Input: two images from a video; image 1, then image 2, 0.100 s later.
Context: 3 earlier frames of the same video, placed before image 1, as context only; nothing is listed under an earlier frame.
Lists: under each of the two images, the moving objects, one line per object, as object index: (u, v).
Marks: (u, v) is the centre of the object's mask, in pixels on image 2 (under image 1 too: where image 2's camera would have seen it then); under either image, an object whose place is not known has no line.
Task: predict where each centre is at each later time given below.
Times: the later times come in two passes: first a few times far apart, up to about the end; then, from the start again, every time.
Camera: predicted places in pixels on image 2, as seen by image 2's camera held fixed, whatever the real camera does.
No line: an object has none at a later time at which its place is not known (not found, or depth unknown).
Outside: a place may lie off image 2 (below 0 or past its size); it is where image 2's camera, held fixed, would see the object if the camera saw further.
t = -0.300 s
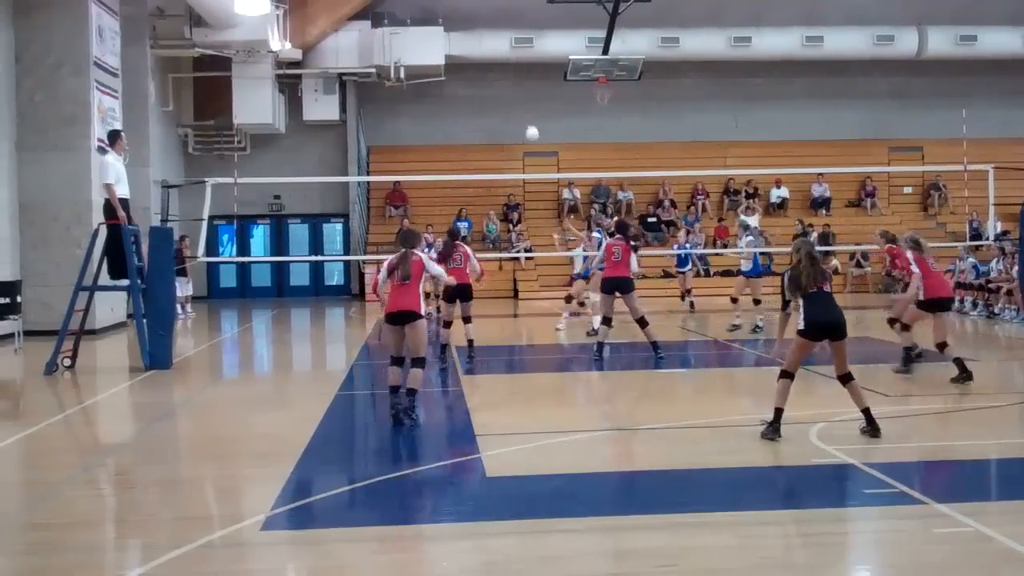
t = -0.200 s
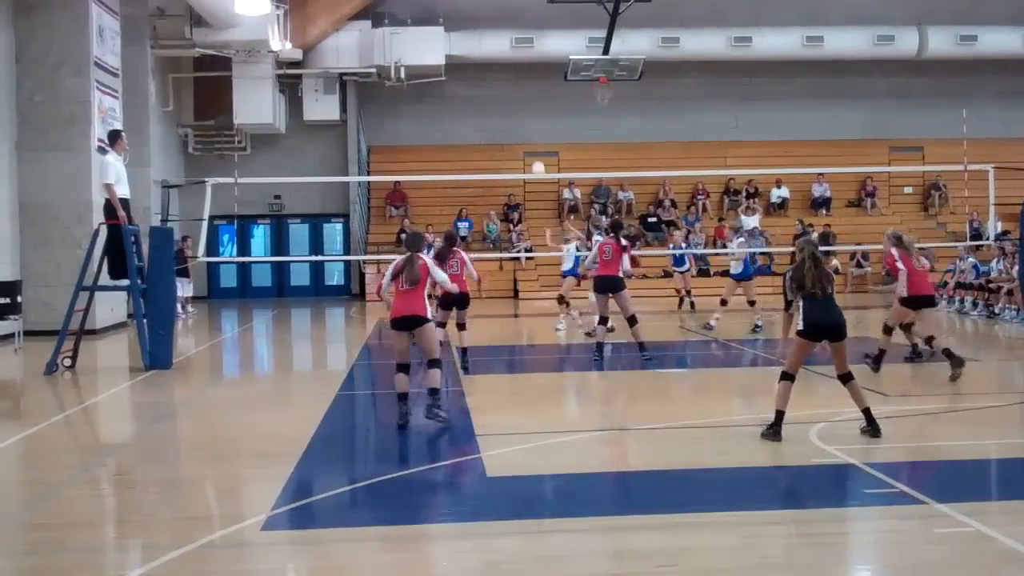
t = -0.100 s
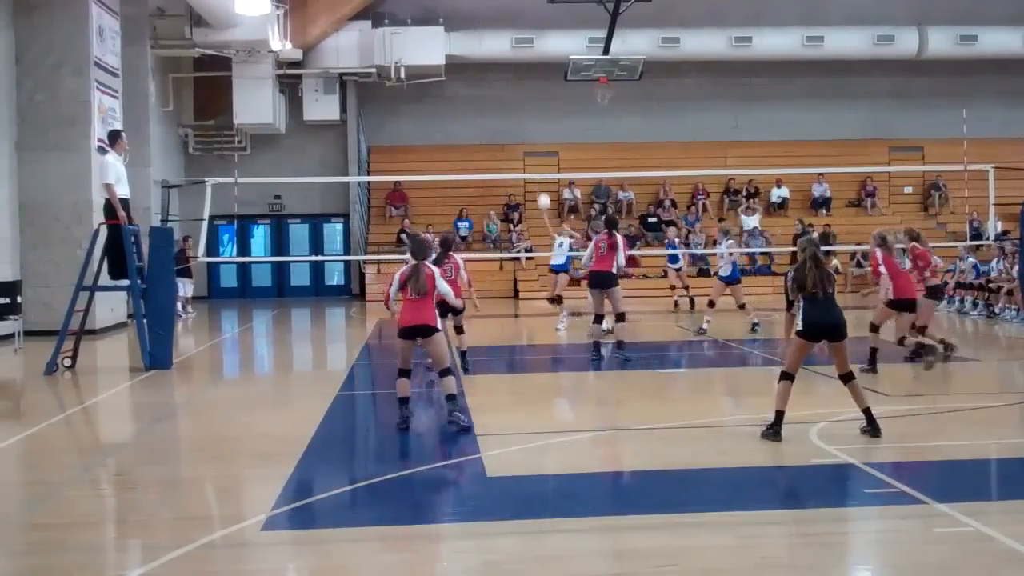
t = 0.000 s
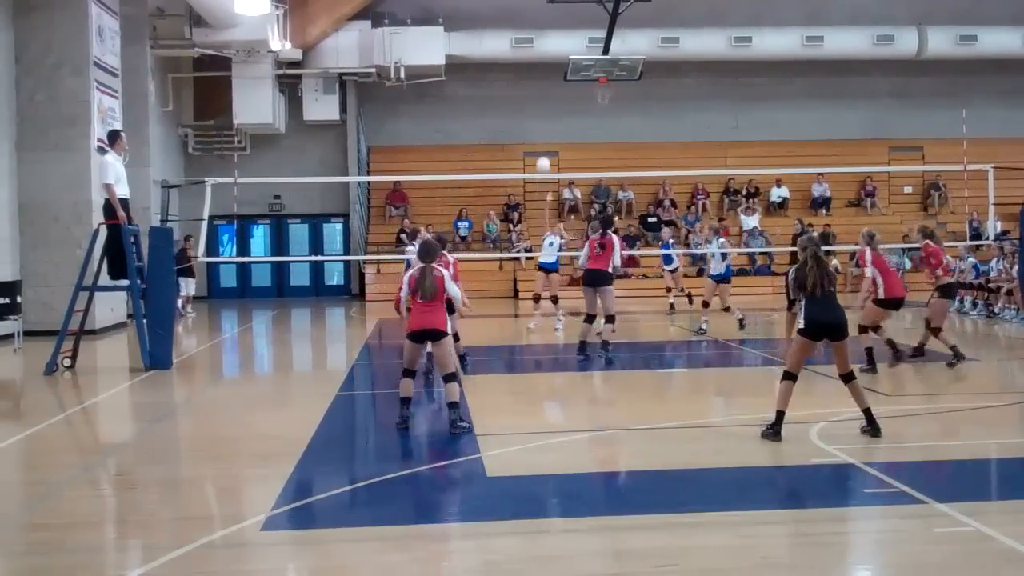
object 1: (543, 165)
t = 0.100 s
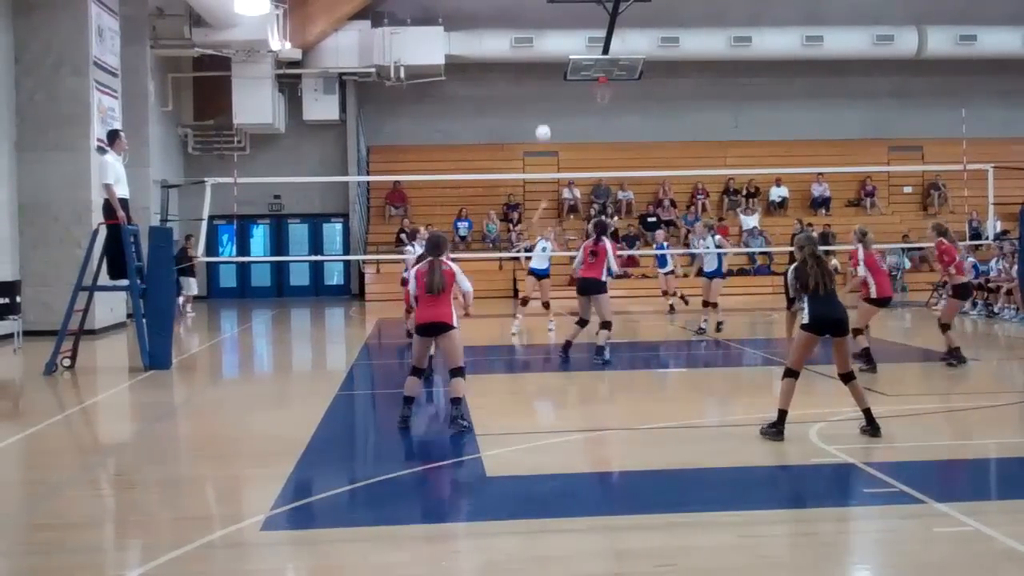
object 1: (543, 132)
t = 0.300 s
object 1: (543, 87)
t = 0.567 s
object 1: (546, 77)
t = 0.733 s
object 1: (550, 114)
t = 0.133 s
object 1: (543, 123)
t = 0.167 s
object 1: (543, 114)
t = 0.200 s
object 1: (543, 106)
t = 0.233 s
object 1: (543, 99)
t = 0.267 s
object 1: (543, 93)
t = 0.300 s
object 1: (543, 87)
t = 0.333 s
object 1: (544, 82)
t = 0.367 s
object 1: (544, 78)
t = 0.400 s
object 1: (544, 75)
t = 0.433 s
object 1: (544, 73)
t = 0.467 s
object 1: (544, 72)
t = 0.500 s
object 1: (545, 72)
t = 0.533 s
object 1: (545, 74)
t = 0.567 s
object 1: (546, 77)
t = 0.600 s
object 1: (547, 81)
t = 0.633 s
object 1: (548, 86)
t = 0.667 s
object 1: (548, 94)
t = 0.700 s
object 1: (549, 103)
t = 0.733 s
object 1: (550, 114)
